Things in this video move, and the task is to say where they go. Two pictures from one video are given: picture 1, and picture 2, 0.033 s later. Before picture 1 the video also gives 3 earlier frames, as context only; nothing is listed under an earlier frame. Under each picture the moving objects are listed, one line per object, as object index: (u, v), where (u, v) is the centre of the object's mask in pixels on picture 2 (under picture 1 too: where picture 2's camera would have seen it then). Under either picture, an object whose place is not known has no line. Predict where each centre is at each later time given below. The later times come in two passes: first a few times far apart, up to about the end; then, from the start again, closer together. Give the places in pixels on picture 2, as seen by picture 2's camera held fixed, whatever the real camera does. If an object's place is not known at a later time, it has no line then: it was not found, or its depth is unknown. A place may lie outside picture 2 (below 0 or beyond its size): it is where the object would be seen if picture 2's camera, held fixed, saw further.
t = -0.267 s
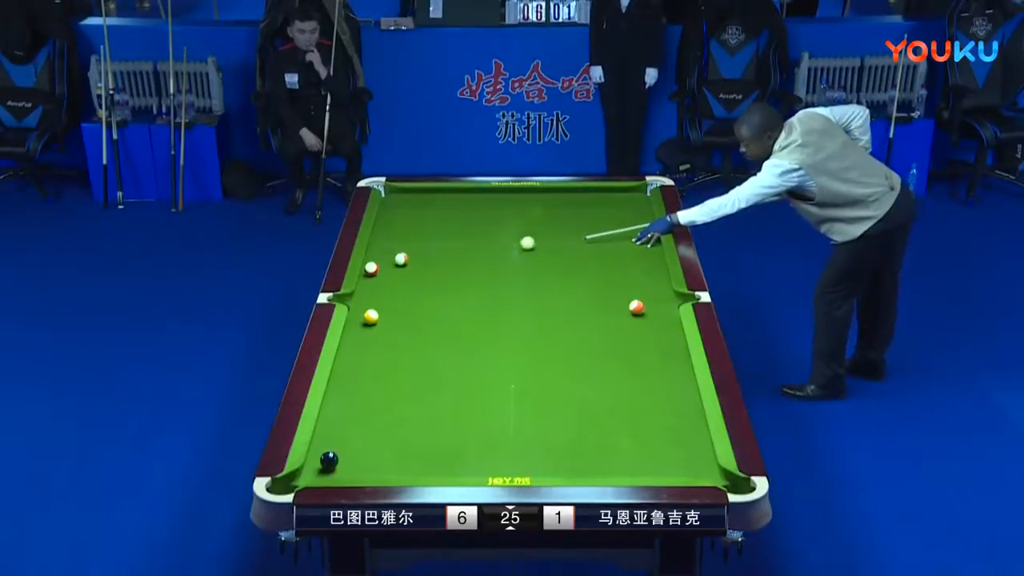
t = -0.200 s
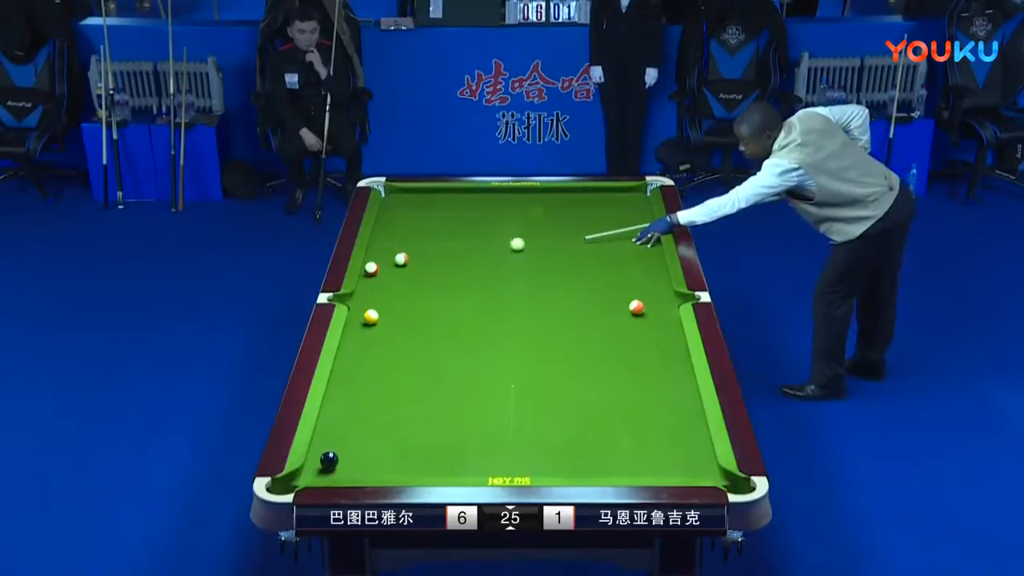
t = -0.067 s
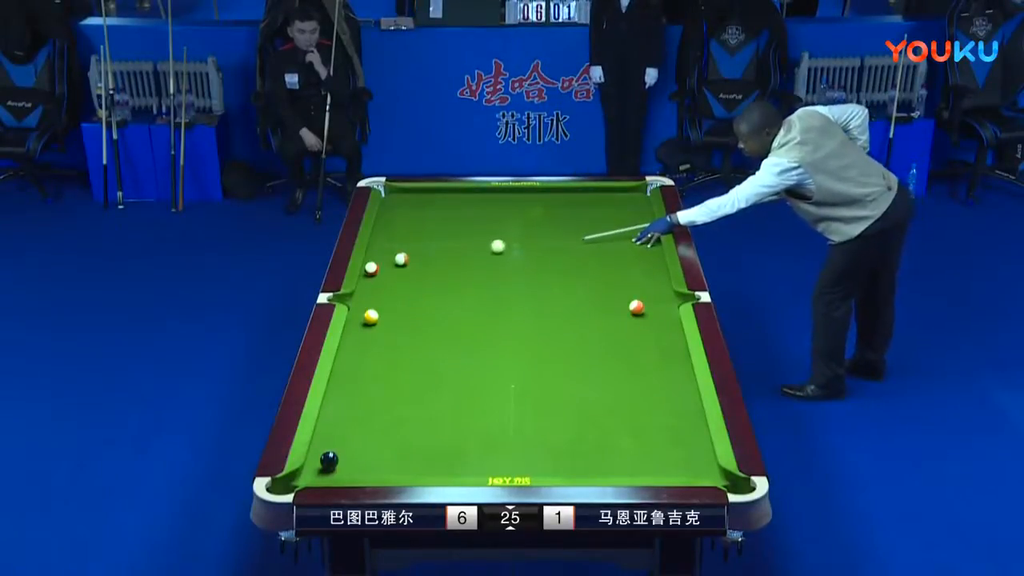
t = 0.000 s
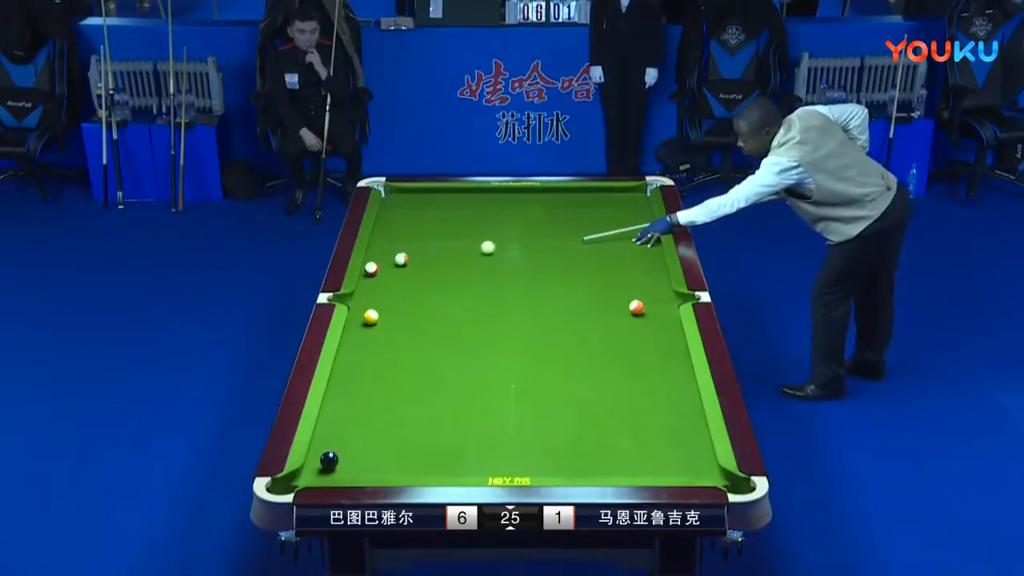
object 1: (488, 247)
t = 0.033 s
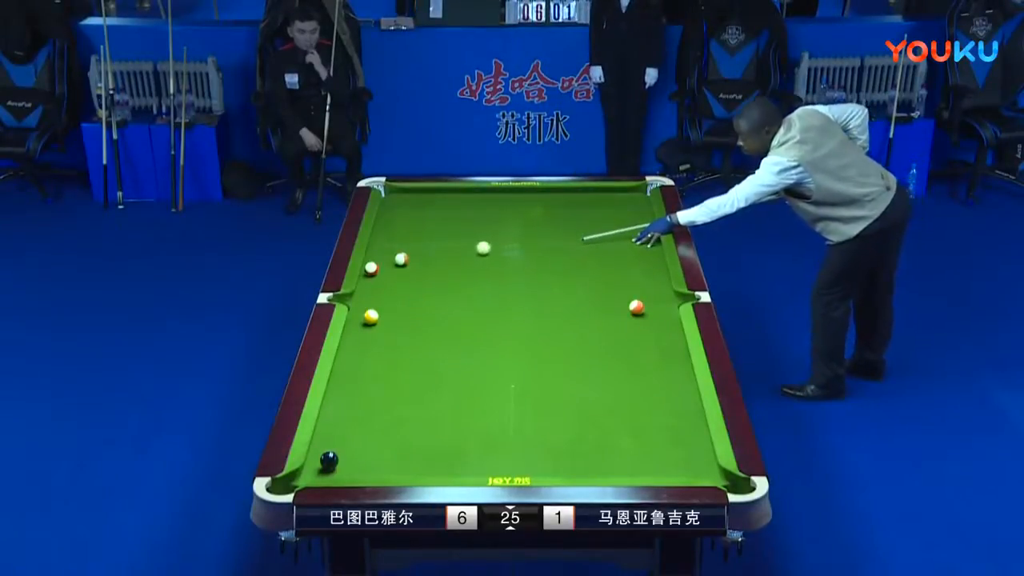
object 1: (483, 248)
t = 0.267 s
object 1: (449, 252)
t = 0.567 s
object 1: (412, 255)
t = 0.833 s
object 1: (400, 254)
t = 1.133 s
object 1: (388, 252)
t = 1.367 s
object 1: (380, 250)
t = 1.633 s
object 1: (373, 249)
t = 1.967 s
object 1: (378, 248)
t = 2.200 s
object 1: (380, 248)
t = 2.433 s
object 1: (382, 248)
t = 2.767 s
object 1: (382, 248)
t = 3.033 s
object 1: (381, 248)
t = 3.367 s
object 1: (381, 248)
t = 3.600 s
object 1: (381, 248)
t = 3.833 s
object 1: (381, 248)
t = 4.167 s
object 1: (381, 248)
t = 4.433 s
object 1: (381, 248)
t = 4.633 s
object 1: (381, 248)
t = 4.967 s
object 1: (381, 248)
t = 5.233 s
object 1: (381, 248)
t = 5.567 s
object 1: (381, 248)
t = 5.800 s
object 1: (381, 248)
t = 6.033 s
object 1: (381, 248)
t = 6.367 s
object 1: (381, 248)
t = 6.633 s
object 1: (381, 248)
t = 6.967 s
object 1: (381, 248)
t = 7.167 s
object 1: (381, 248)
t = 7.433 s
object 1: (381, 248)
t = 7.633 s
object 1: (381, 248)
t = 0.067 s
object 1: (478, 249)
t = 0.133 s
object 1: (469, 250)
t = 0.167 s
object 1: (463, 250)
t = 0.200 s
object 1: (459, 251)
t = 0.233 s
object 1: (454, 251)
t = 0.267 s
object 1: (449, 252)
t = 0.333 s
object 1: (440, 253)
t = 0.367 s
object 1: (435, 253)
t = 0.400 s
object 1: (430, 254)
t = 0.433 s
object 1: (425, 254)
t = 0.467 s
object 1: (421, 255)
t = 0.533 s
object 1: (413, 256)
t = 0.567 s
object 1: (412, 255)
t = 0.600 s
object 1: (410, 255)
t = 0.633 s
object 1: (409, 255)
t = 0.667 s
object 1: (407, 255)
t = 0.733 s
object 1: (404, 254)
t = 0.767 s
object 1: (403, 254)
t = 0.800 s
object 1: (401, 254)
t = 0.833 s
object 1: (400, 254)
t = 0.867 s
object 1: (398, 253)
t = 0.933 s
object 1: (396, 253)
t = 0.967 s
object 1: (394, 253)
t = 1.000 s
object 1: (393, 253)
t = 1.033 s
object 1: (392, 253)
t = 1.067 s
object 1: (390, 252)
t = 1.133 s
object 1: (388, 252)
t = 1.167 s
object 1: (386, 252)
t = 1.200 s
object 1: (385, 252)
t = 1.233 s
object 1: (384, 251)
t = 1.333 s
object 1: (381, 251)
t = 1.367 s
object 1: (380, 250)
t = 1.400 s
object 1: (379, 250)
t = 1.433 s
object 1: (377, 250)
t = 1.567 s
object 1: (373, 249)
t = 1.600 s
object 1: (372, 249)
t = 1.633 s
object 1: (373, 249)
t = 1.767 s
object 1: (375, 249)
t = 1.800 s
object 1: (376, 249)
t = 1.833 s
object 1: (376, 249)
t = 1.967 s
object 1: (378, 248)
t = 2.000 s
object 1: (378, 248)
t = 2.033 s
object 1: (379, 248)
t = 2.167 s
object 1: (380, 248)
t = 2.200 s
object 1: (380, 248)
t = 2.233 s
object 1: (381, 248)
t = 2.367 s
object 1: (381, 248)
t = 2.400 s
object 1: (382, 248)
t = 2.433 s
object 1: (382, 248)
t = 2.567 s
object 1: (382, 248)
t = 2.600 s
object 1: (382, 248)
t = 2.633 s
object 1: (382, 248)
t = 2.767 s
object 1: (382, 248)
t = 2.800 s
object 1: (381, 248)
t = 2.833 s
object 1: (381, 248)
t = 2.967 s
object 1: (381, 248)
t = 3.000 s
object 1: (381, 248)
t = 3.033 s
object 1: (381, 248)
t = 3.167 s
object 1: (381, 248)
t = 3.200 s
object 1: (381, 248)
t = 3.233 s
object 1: (381, 248)
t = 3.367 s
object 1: (381, 248)
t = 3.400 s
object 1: (381, 248)
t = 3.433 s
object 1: (381, 248)
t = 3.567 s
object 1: (381, 248)
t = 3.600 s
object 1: (381, 248)
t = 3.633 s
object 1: (381, 248)
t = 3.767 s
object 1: (381, 248)
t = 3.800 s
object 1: (381, 248)
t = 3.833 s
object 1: (381, 248)
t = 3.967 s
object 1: (381, 248)
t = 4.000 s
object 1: (381, 248)
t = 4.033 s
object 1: (381, 248)
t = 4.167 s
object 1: (381, 248)
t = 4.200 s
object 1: (381, 248)
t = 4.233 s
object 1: (381, 248)
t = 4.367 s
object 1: (381, 248)
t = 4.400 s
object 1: (381, 248)
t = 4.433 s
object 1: (381, 248)
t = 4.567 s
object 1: (381, 248)
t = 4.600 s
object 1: (381, 248)
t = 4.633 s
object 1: (381, 248)
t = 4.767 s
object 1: (381, 248)
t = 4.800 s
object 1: (381, 248)
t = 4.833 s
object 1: (381, 248)
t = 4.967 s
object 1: (381, 248)
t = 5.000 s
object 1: (381, 248)
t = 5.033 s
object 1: (381, 248)
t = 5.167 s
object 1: (381, 248)
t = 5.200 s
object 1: (381, 248)
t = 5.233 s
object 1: (381, 248)
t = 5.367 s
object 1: (381, 248)
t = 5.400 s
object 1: (381, 248)
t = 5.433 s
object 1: (381, 248)
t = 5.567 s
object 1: (381, 248)
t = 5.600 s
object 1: (381, 248)
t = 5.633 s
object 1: (381, 248)
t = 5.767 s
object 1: (381, 248)
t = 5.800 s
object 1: (381, 248)
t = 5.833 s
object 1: (381, 248)
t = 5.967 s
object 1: (381, 248)
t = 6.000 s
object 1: (381, 248)
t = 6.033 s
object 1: (381, 248)
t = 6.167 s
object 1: (381, 248)
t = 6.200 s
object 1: (381, 248)
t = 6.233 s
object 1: (381, 248)
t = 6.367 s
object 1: (381, 248)
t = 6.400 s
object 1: (381, 248)
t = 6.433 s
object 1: (381, 248)
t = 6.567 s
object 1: (381, 248)
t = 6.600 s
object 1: (381, 248)
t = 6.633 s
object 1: (381, 248)
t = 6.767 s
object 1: (381, 248)
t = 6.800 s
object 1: (381, 248)
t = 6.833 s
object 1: (381, 248)
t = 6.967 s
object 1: (381, 248)
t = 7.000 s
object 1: (381, 248)
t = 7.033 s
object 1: (381, 248)
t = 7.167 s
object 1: (381, 248)
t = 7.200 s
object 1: (381, 248)
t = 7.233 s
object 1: (381, 248)
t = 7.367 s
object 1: (381, 248)
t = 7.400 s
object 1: (381, 248)
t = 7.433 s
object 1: (381, 248)
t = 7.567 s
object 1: (381, 248)
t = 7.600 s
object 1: (381, 248)
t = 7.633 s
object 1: (381, 248)
